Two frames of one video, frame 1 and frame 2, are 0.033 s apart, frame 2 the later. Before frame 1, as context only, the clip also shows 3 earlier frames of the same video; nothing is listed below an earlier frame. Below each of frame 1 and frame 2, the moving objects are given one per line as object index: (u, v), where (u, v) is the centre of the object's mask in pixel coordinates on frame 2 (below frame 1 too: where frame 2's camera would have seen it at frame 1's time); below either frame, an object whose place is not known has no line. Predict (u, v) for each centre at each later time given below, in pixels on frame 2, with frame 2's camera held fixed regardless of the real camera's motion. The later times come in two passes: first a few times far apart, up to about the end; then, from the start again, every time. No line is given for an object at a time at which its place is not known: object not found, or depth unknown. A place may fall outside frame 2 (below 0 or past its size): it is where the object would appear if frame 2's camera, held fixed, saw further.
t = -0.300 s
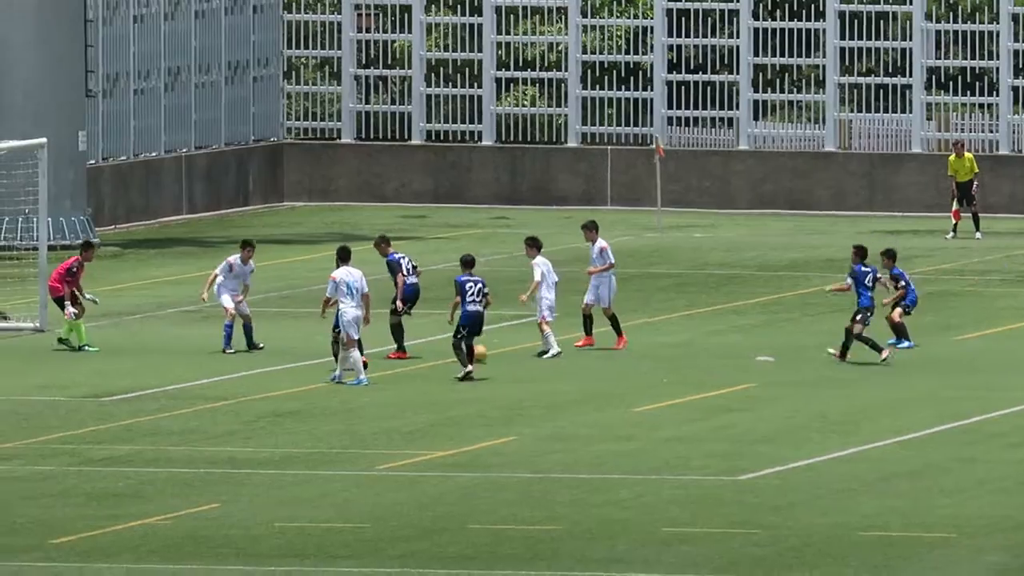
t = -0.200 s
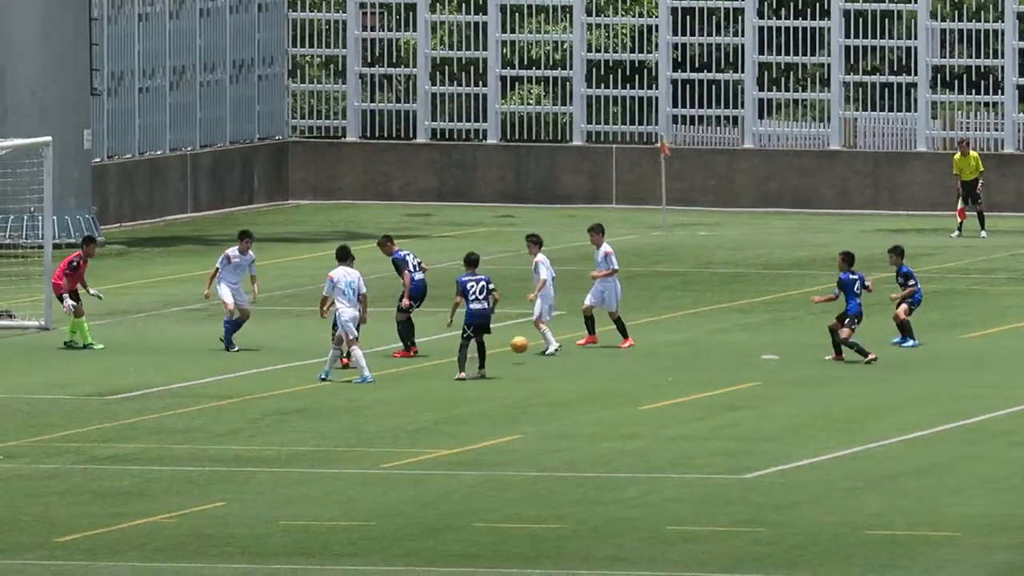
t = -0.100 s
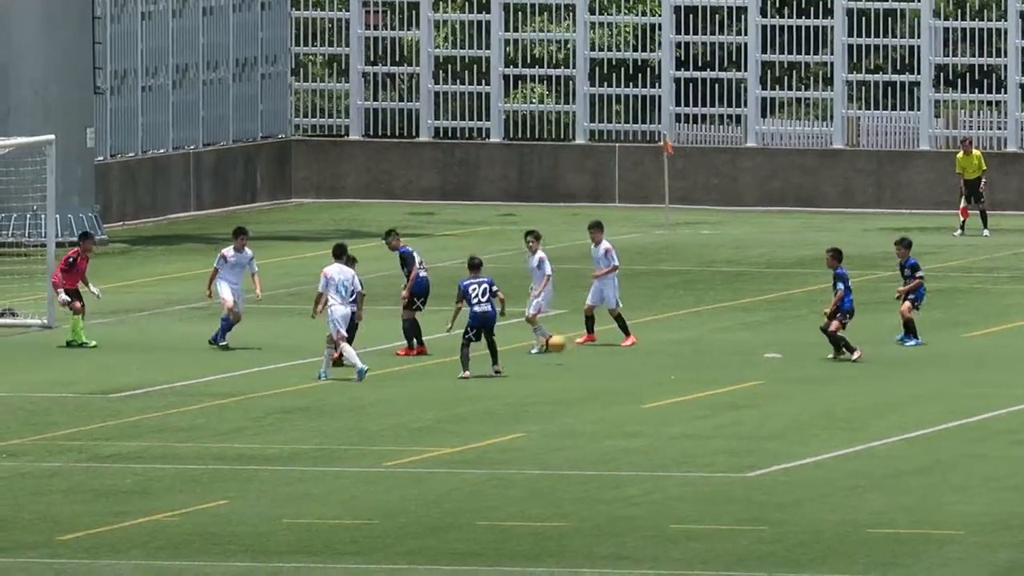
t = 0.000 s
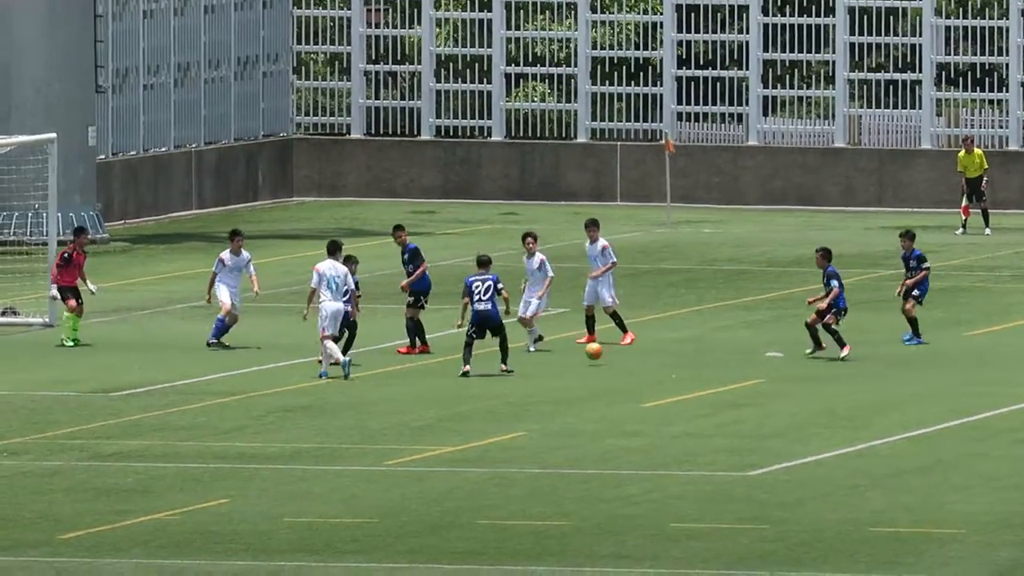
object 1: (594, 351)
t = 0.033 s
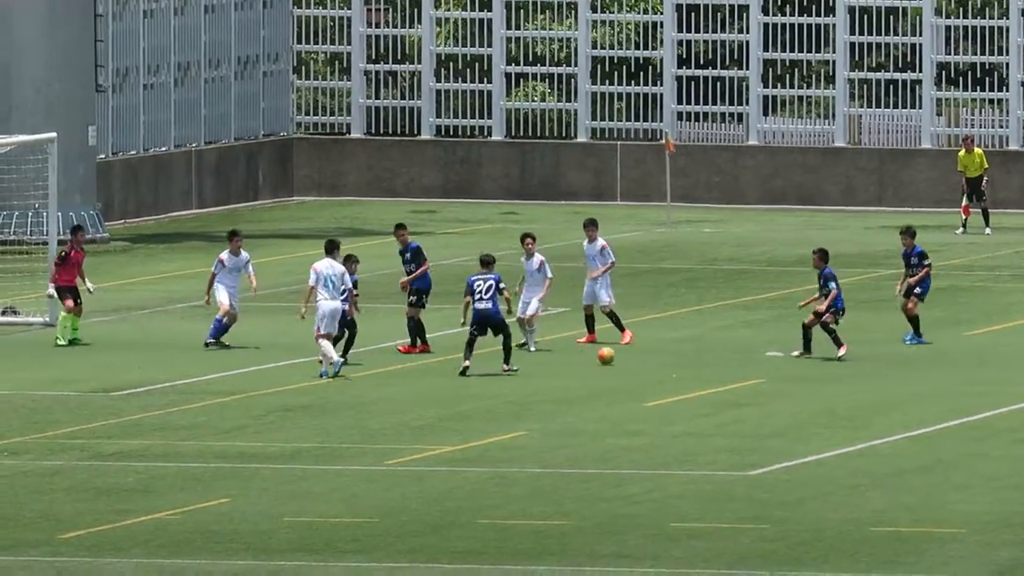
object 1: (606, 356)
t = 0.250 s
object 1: (656, 352)
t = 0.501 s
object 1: (710, 359)
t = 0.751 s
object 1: (760, 364)
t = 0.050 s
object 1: (611, 357)
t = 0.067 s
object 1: (614, 356)
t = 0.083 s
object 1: (619, 354)
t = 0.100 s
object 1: (623, 353)
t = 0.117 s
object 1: (627, 352)
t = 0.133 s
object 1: (630, 351)
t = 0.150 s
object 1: (634, 350)
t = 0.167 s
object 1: (637, 350)
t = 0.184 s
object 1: (641, 350)
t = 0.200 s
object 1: (644, 350)
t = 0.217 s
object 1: (649, 350)
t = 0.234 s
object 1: (652, 351)
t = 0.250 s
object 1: (656, 352)
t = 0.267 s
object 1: (660, 353)
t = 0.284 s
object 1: (663, 354)
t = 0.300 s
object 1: (668, 355)
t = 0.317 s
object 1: (672, 358)
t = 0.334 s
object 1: (675, 359)
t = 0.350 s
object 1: (679, 361)
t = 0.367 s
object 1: (683, 361)
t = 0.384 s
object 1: (686, 360)
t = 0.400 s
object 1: (689, 359)
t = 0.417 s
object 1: (693, 358)
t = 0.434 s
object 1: (696, 358)
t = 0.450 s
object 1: (700, 358)
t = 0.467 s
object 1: (704, 358)
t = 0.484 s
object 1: (706, 359)
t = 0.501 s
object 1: (710, 359)
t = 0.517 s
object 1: (713, 359)
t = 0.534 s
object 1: (716, 360)
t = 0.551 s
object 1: (720, 361)
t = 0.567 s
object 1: (723, 362)
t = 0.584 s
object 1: (727, 364)
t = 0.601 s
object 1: (730, 366)
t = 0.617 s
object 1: (733, 366)
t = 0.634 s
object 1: (737, 365)
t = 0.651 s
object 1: (740, 364)
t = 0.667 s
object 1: (744, 364)
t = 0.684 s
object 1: (747, 363)
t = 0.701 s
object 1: (750, 363)
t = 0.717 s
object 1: (753, 363)
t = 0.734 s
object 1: (757, 363)
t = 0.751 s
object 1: (760, 364)
